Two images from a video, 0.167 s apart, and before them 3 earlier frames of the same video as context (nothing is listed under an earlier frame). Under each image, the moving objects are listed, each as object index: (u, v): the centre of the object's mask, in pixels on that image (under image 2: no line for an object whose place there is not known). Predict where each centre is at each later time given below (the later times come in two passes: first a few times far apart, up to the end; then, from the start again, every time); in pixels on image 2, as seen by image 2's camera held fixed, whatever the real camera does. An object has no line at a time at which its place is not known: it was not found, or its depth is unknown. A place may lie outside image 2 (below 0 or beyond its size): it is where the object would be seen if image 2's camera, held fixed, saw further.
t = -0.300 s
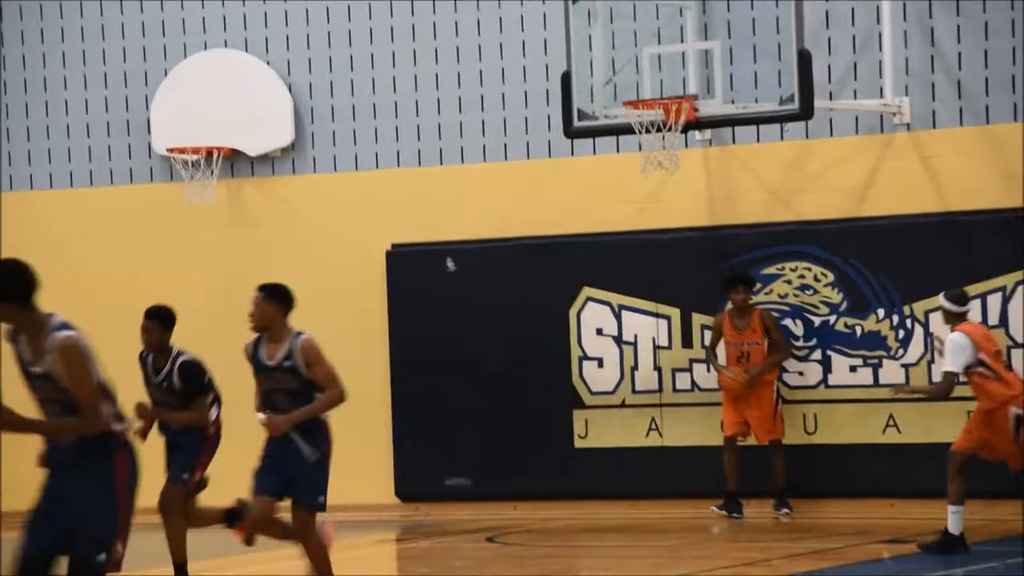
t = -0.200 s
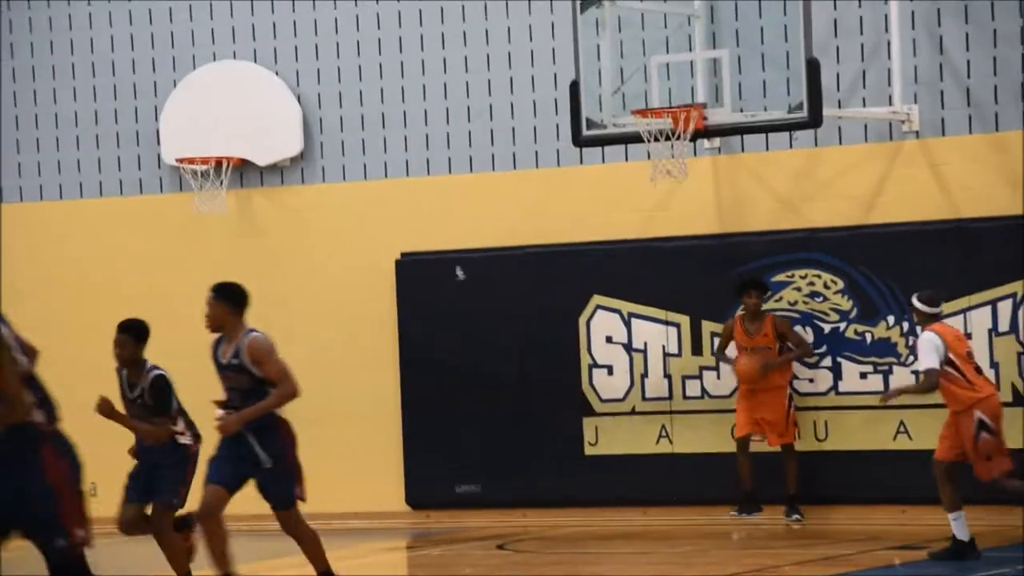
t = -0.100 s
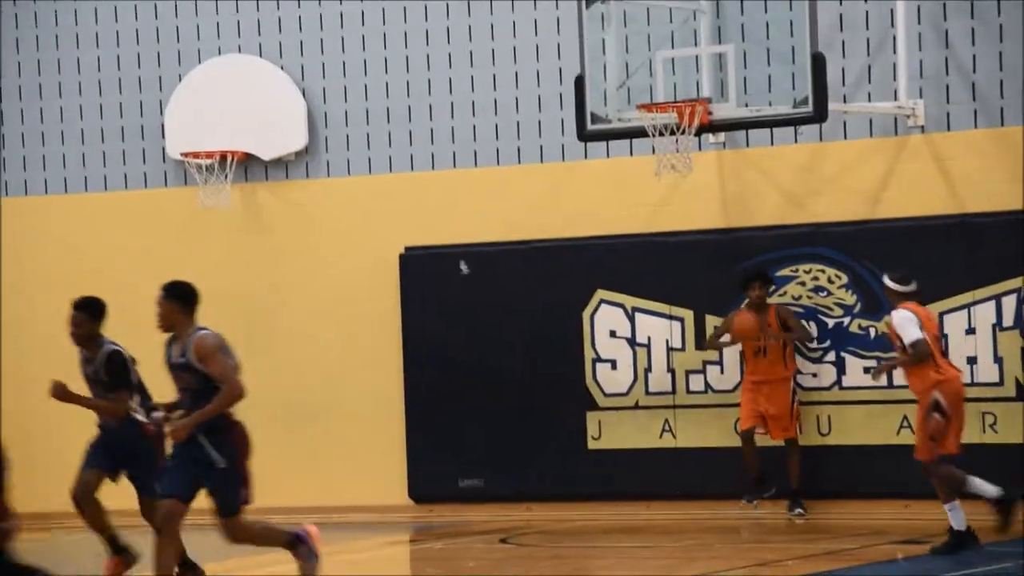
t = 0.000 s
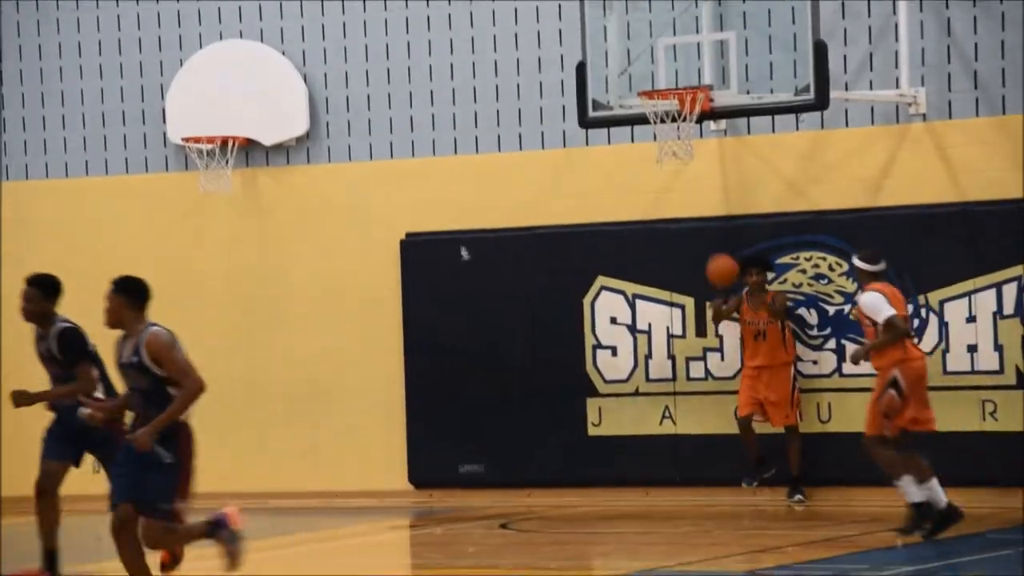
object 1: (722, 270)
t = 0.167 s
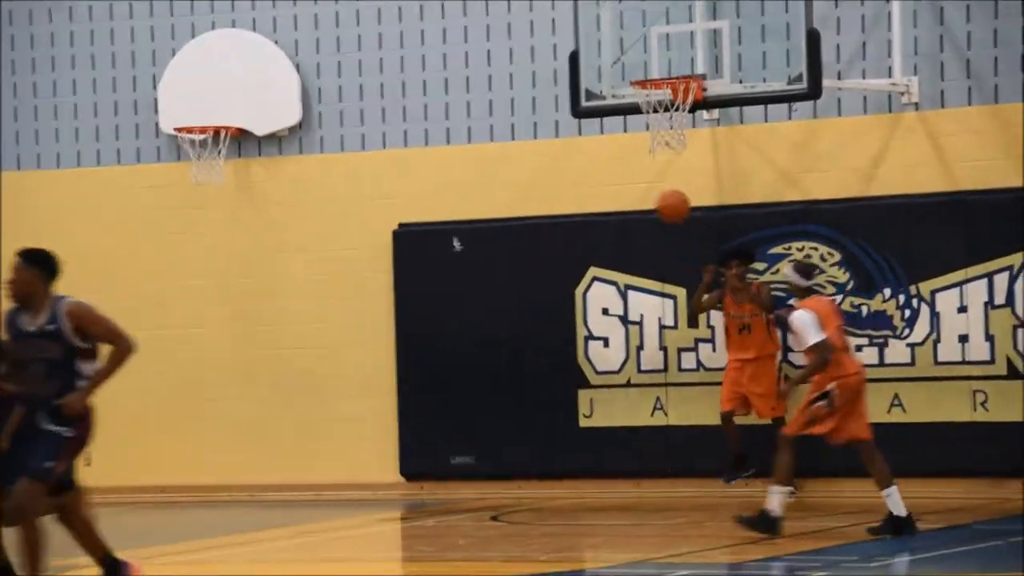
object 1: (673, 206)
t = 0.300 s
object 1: (637, 186)
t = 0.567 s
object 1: (560, 221)
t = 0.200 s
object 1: (664, 199)
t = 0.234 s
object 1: (654, 193)
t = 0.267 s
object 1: (645, 189)
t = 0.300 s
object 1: (637, 186)
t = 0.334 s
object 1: (627, 185)
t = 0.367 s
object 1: (618, 186)
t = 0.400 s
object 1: (608, 187)
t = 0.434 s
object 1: (598, 190)
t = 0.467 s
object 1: (589, 195)
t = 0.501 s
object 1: (579, 202)
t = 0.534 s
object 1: (569, 211)
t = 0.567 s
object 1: (560, 221)
